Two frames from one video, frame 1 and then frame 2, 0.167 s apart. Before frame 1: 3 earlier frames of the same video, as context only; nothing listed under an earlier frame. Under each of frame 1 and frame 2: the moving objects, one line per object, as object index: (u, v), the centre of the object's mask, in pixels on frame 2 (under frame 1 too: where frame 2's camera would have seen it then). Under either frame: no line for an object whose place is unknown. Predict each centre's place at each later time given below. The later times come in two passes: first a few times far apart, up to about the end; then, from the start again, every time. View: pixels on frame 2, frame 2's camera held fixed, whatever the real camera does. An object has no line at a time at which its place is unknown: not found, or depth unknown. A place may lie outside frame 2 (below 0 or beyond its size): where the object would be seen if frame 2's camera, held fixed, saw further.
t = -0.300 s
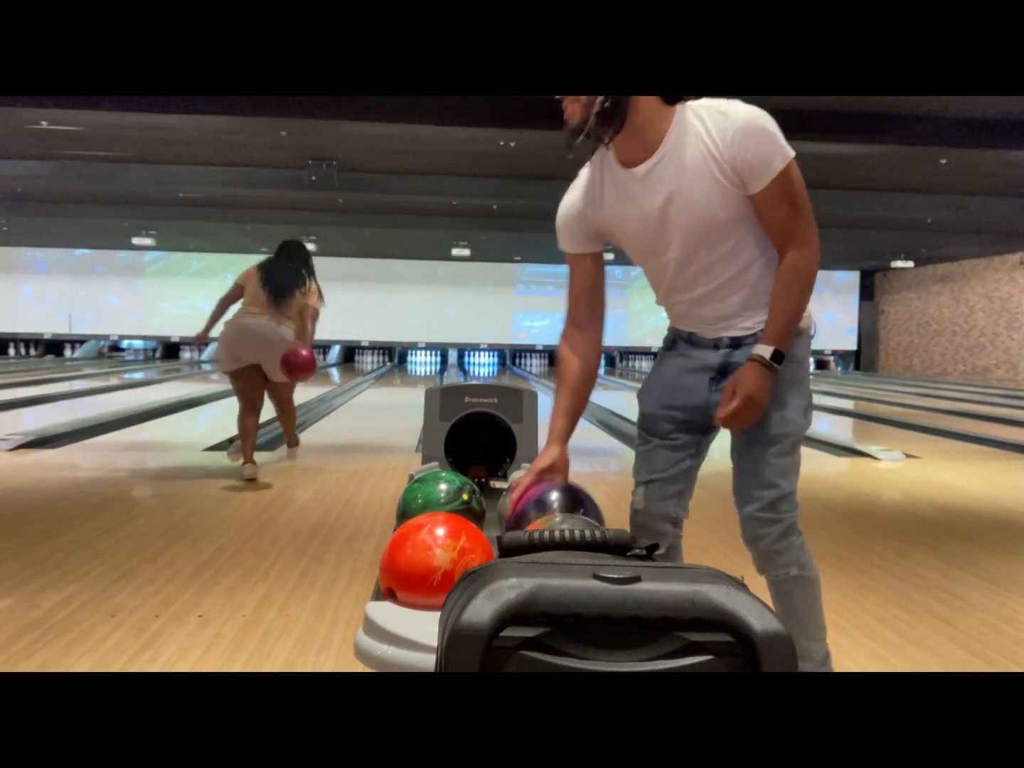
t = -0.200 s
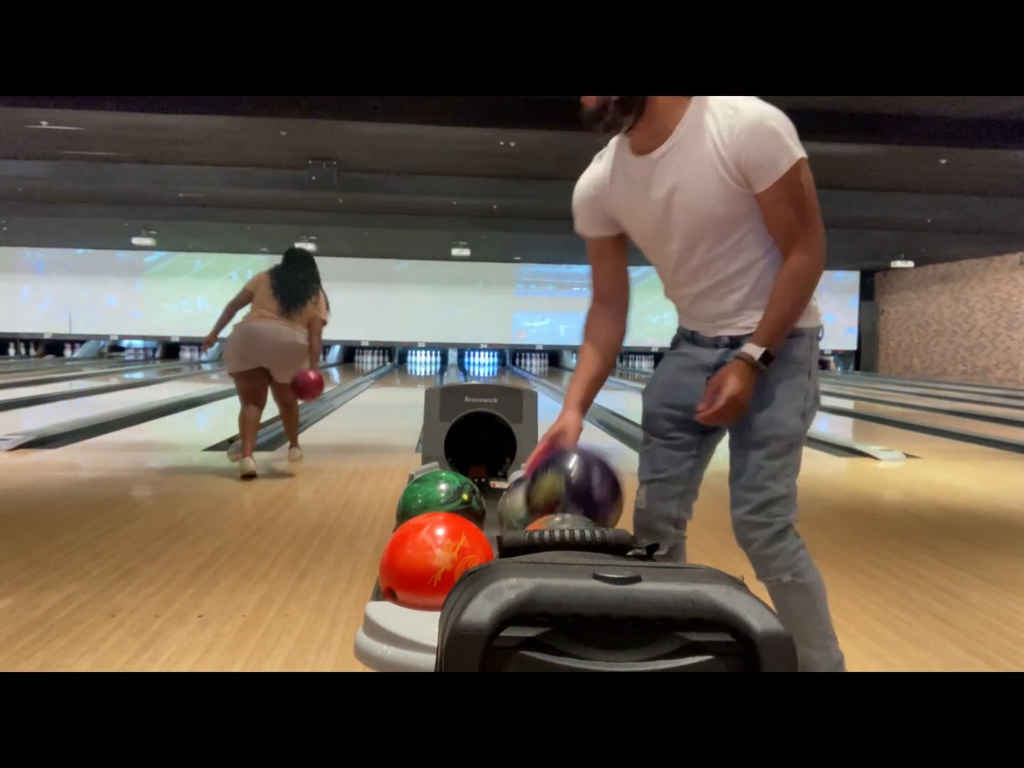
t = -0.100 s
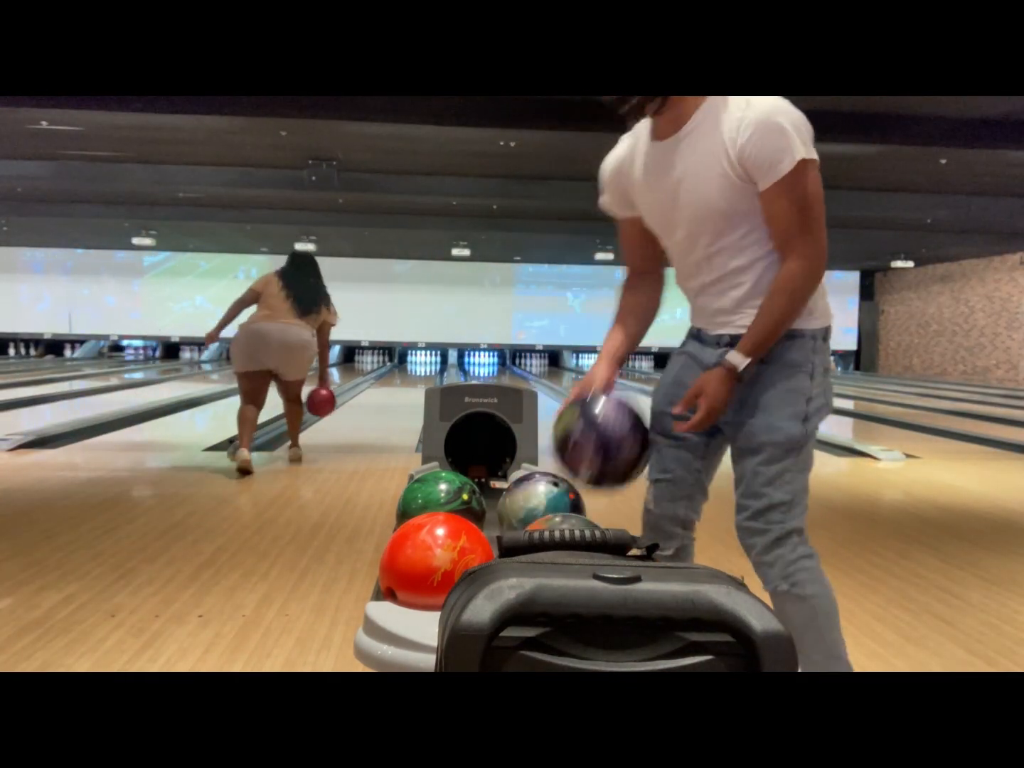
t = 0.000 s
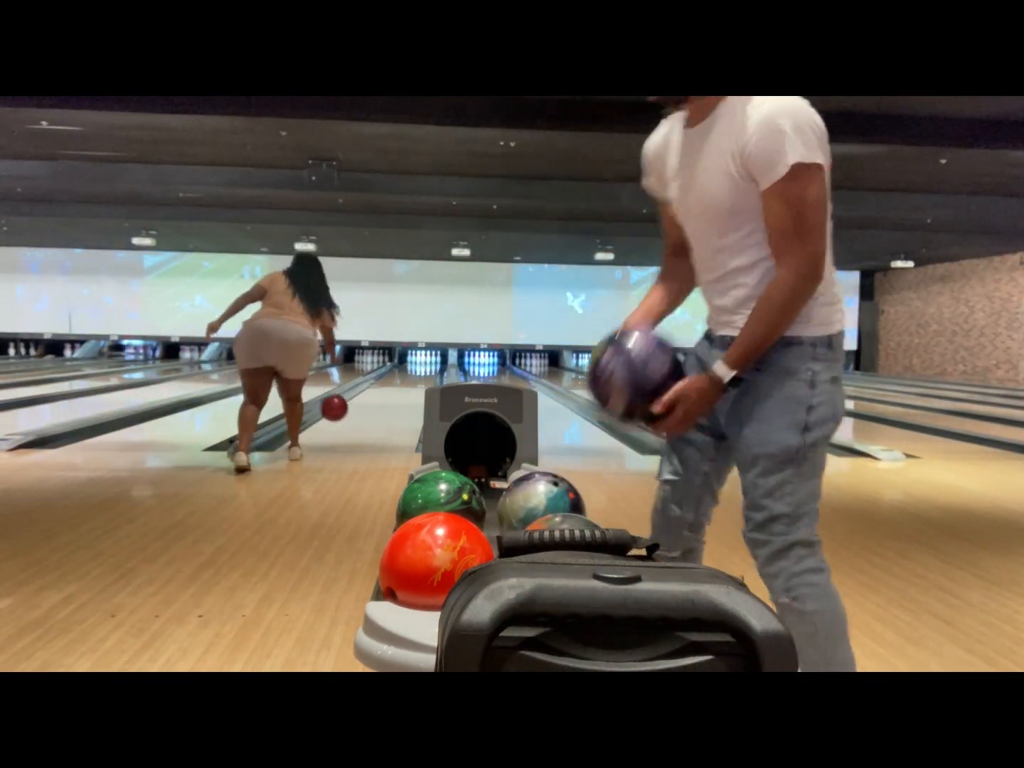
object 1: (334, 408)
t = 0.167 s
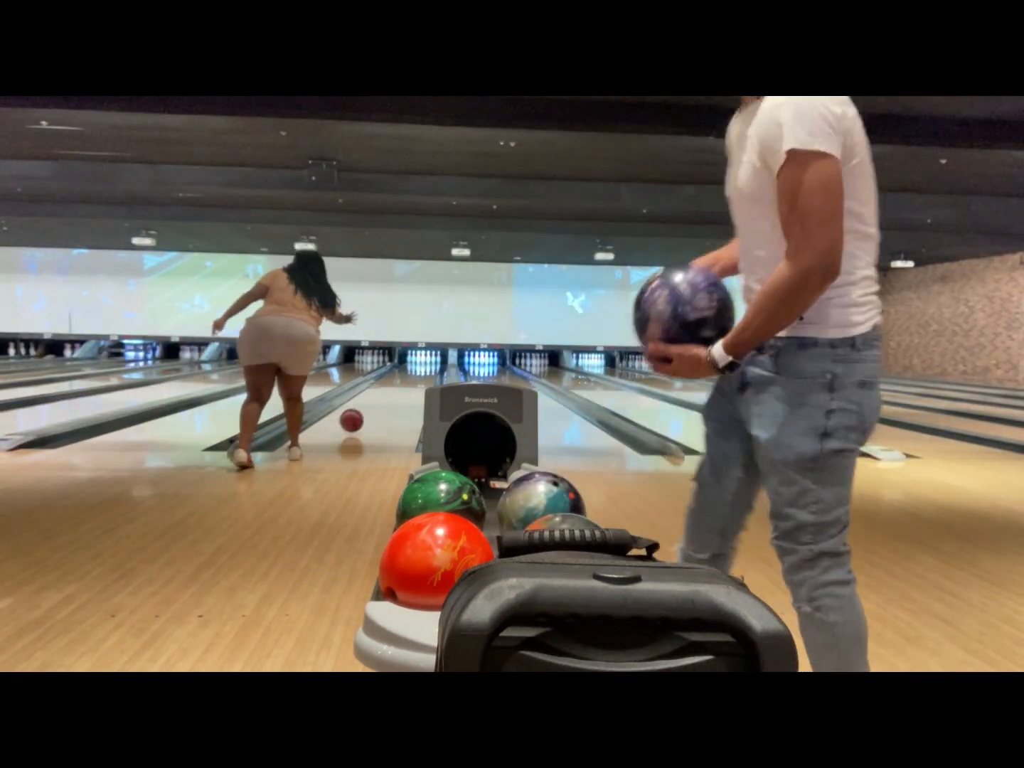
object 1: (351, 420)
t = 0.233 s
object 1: (357, 417)
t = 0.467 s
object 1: (373, 405)
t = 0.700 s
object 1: (385, 396)
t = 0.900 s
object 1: (393, 390)
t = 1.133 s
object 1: (401, 384)
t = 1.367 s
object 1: (406, 380)
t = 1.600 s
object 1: (411, 377)
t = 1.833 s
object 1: (415, 373)
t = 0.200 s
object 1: (354, 418)
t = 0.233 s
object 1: (357, 417)
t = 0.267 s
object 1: (360, 415)
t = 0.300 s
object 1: (362, 413)
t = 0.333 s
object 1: (365, 412)
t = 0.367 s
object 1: (367, 410)
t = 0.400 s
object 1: (369, 408)
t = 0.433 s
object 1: (371, 407)
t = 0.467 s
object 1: (373, 405)
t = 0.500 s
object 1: (375, 404)
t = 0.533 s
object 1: (377, 402)
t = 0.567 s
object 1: (379, 401)
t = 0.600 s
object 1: (380, 399)
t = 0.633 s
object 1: (382, 398)
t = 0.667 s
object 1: (384, 397)
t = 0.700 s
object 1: (385, 396)
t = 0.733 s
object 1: (387, 394)
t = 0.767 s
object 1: (388, 393)
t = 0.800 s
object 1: (390, 393)
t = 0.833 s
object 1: (391, 391)
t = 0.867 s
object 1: (392, 390)
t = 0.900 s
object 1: (393, 390)
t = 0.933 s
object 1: (394, 388)
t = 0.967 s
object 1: (396, 388)
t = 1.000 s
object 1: (397, 387)
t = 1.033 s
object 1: (398, 386)
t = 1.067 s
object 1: (399, 385)
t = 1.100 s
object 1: (400, 385)
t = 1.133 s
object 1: (401, 384)
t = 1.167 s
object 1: (402, 383)
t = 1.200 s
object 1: (403, 382)
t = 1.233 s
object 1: (403, 382)
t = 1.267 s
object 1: (404, 381)
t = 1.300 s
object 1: (405, 381)
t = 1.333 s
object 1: (406, 381)
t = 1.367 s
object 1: (406, 380)
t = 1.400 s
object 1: (407, 380)
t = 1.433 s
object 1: (408, 380)
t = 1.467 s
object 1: (408, 379)
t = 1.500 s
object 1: (409, 379)
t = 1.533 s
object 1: (410, 378)
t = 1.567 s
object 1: (411, 377)
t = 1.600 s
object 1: (411, 377)
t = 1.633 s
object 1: (411, 376)
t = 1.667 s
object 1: (412, 375)
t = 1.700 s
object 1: (413, 375)
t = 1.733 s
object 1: (413, 374)
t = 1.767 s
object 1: (414, 374)
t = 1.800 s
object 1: (414, 374)
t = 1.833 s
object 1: (415, 373)
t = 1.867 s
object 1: (417, 372)
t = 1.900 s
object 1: (416, 372)
